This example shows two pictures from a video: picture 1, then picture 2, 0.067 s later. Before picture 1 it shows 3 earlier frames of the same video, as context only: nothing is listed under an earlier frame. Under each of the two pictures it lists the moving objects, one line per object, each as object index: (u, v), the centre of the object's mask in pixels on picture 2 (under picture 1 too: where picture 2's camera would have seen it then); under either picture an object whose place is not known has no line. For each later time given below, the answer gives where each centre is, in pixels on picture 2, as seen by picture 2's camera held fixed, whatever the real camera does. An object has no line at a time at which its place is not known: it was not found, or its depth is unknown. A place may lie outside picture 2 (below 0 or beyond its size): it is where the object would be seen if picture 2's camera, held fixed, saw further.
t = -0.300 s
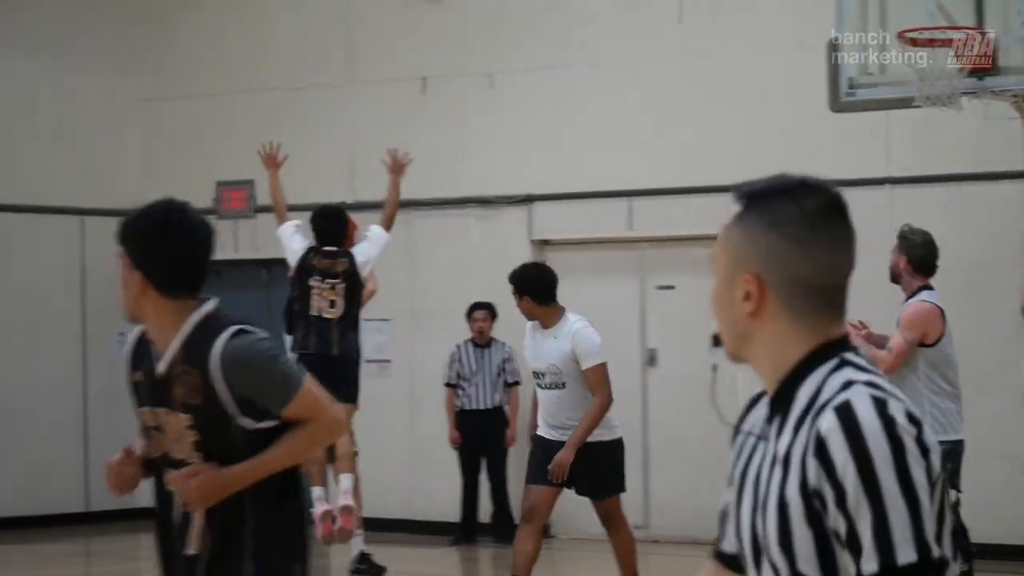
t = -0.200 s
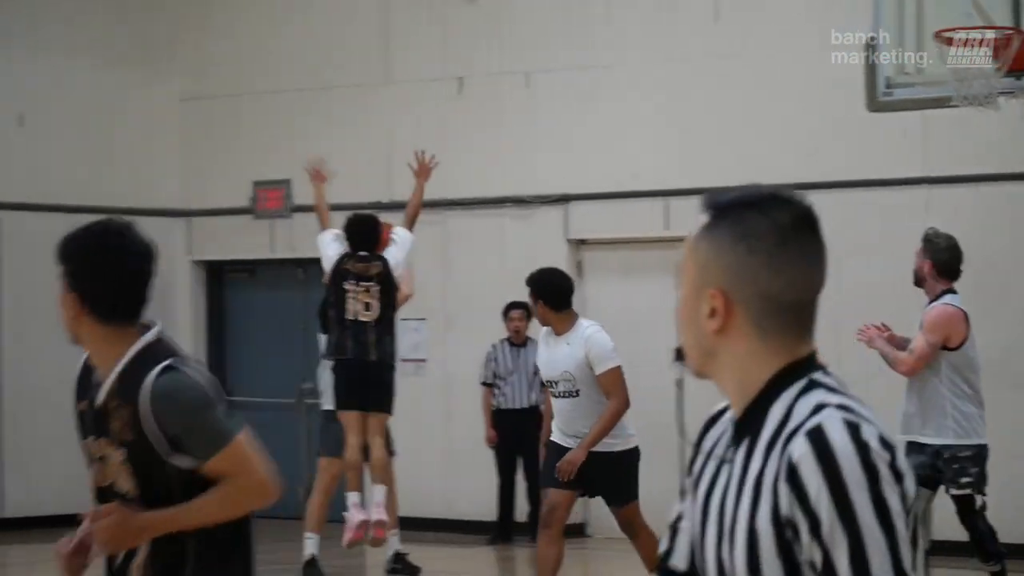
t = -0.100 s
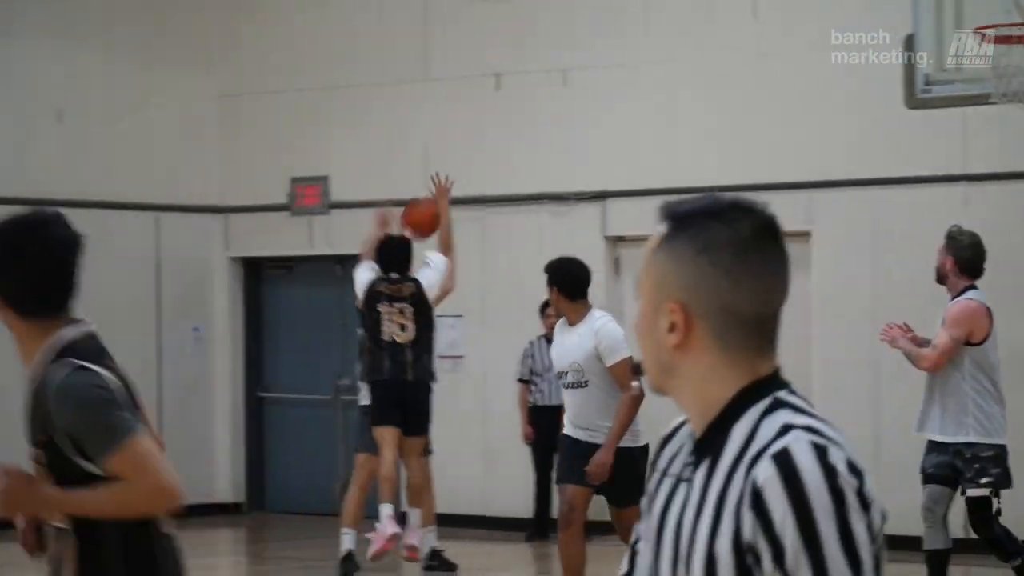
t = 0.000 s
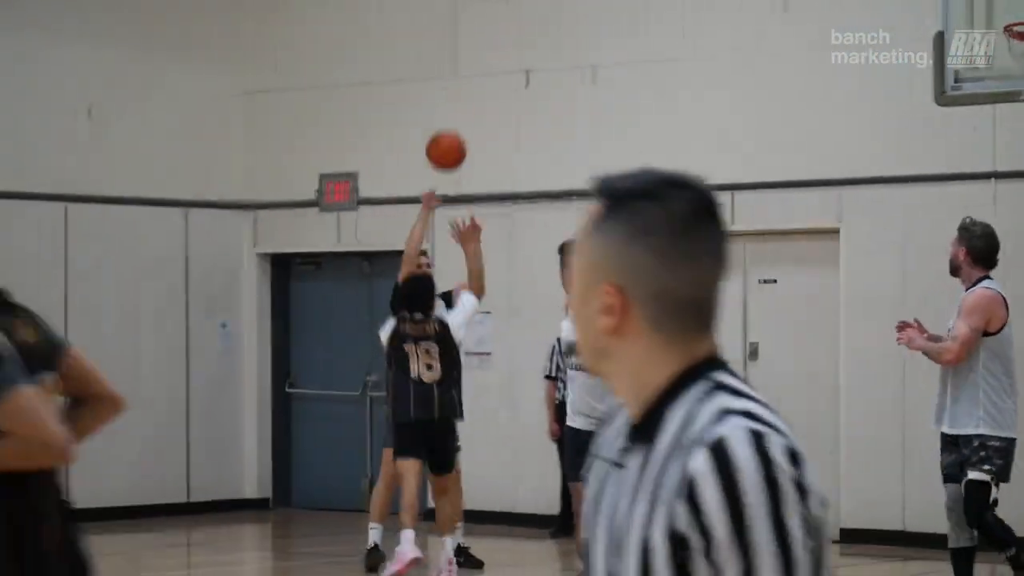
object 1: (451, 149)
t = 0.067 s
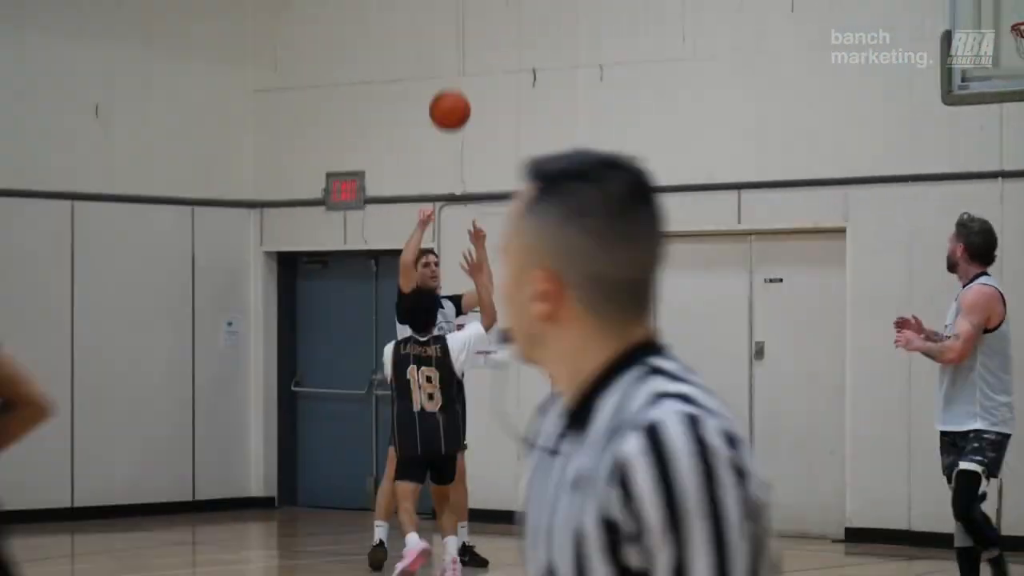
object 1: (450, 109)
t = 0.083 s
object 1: (449, 101)
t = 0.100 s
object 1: (448, 92)
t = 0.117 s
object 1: (447, 85)
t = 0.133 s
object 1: (446, 77)
